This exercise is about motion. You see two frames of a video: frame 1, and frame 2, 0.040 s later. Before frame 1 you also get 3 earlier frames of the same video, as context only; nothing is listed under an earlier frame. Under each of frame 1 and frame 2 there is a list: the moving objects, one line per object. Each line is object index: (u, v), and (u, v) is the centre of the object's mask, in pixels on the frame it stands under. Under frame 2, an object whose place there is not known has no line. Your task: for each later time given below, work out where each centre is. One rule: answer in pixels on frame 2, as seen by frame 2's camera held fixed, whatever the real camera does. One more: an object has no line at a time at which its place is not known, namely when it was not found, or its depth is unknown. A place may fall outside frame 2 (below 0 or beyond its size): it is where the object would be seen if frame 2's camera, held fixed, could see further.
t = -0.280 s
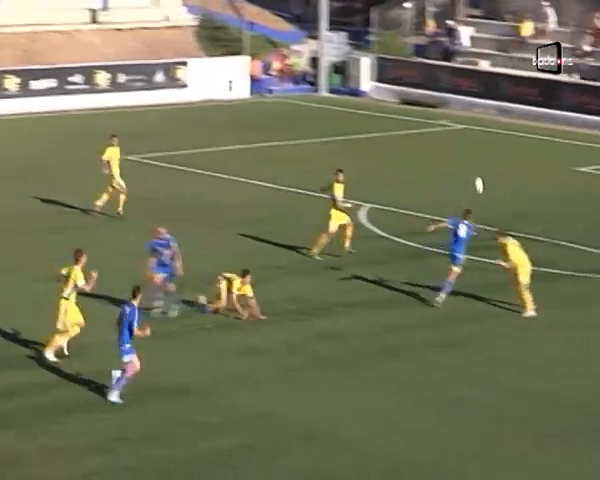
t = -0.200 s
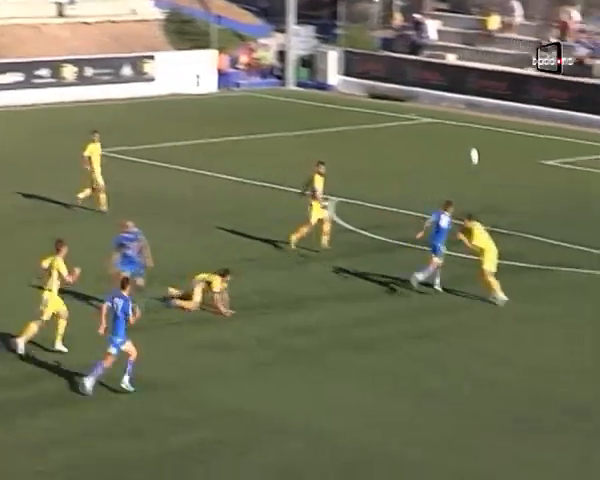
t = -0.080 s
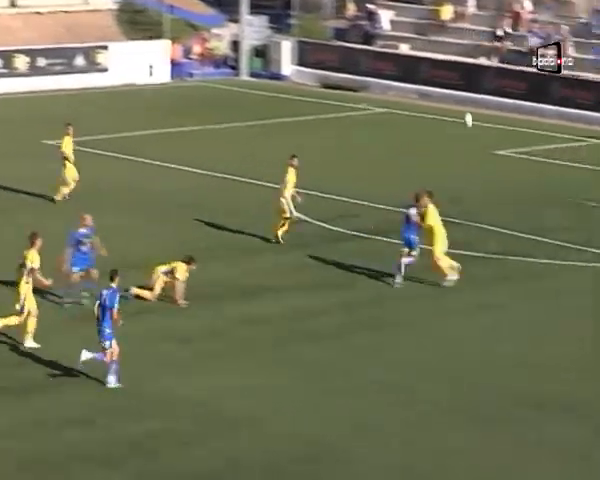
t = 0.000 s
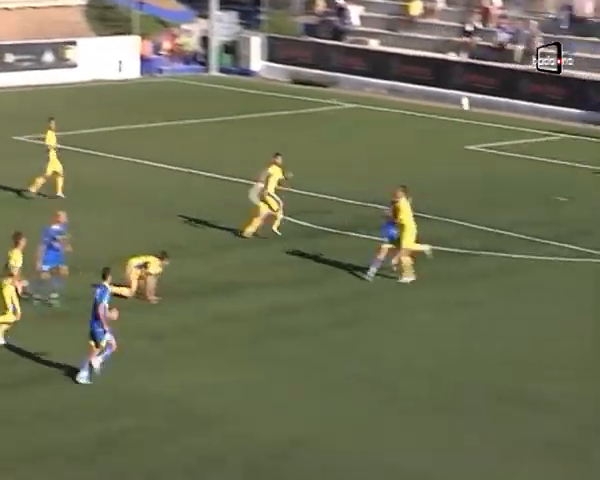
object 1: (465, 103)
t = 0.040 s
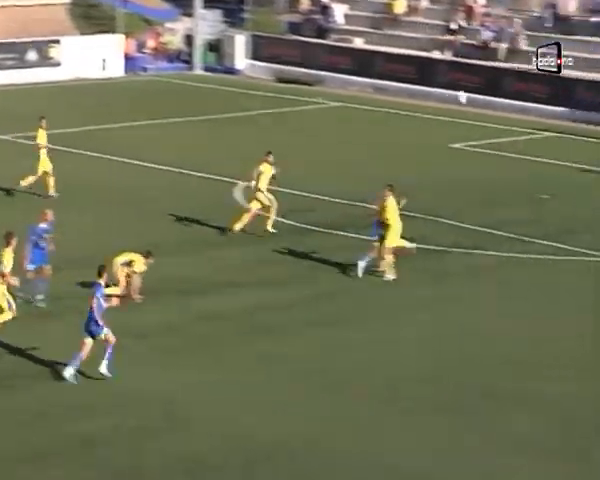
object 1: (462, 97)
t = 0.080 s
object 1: (475, 93)
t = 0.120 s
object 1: (488, 91)
